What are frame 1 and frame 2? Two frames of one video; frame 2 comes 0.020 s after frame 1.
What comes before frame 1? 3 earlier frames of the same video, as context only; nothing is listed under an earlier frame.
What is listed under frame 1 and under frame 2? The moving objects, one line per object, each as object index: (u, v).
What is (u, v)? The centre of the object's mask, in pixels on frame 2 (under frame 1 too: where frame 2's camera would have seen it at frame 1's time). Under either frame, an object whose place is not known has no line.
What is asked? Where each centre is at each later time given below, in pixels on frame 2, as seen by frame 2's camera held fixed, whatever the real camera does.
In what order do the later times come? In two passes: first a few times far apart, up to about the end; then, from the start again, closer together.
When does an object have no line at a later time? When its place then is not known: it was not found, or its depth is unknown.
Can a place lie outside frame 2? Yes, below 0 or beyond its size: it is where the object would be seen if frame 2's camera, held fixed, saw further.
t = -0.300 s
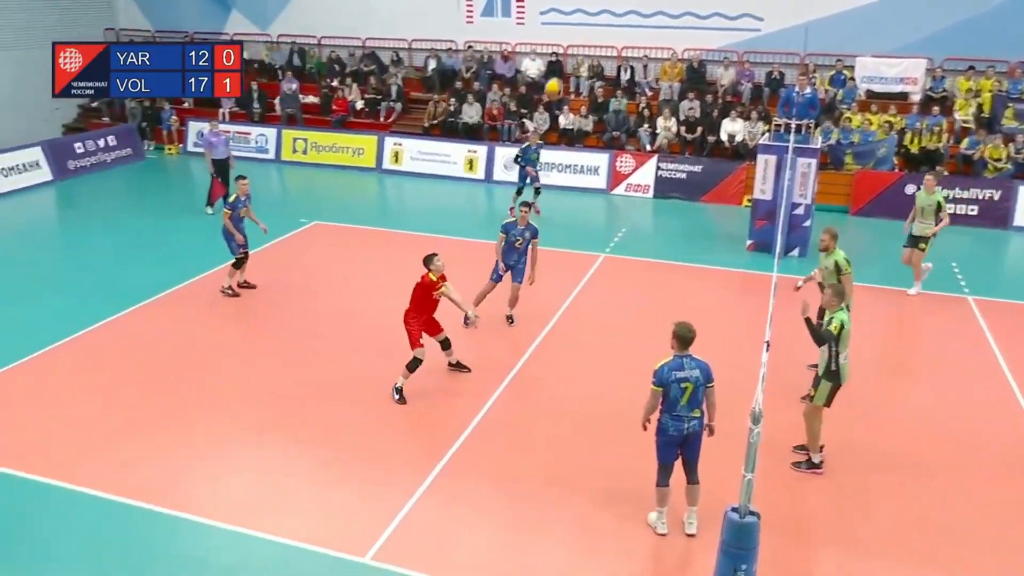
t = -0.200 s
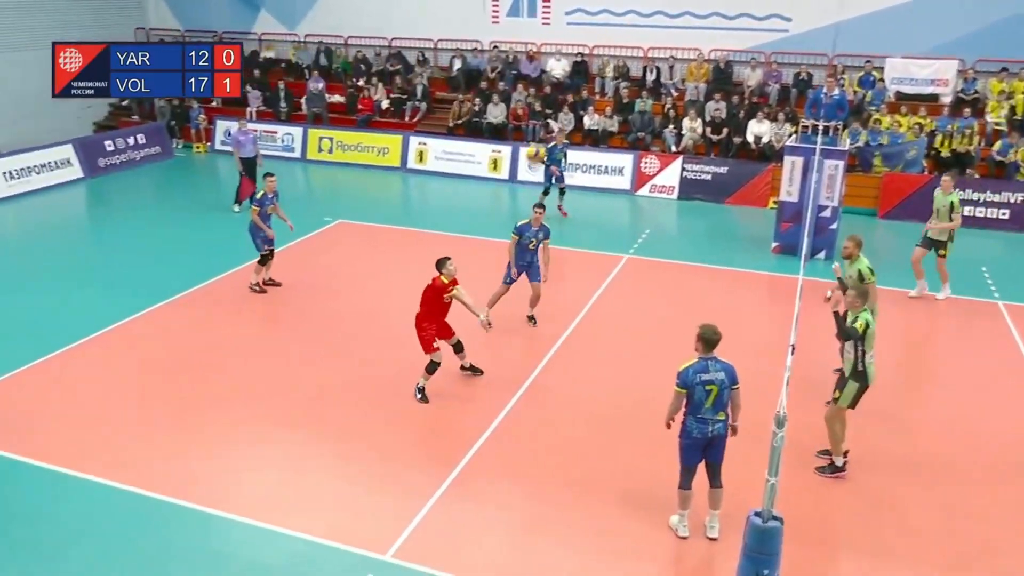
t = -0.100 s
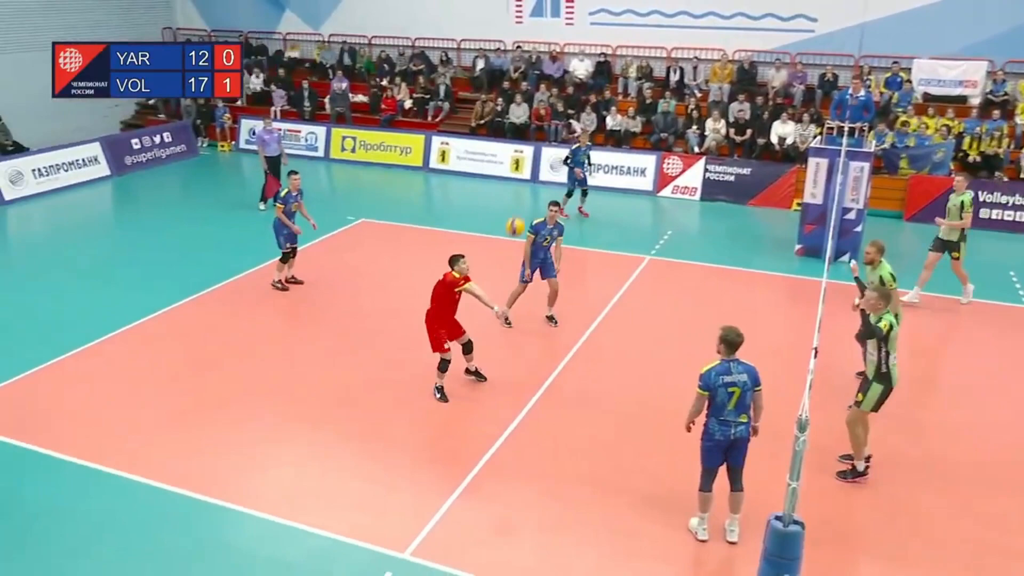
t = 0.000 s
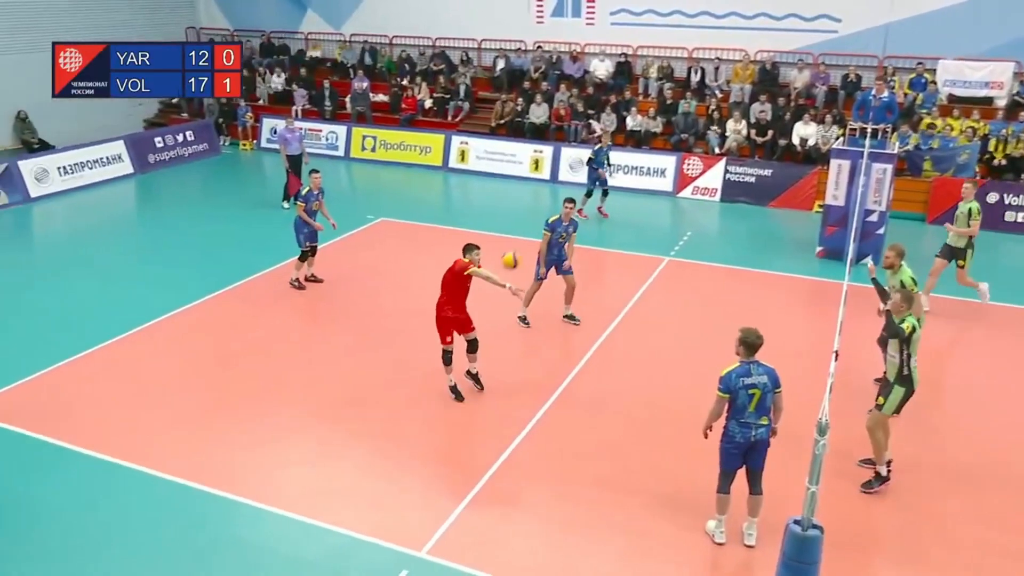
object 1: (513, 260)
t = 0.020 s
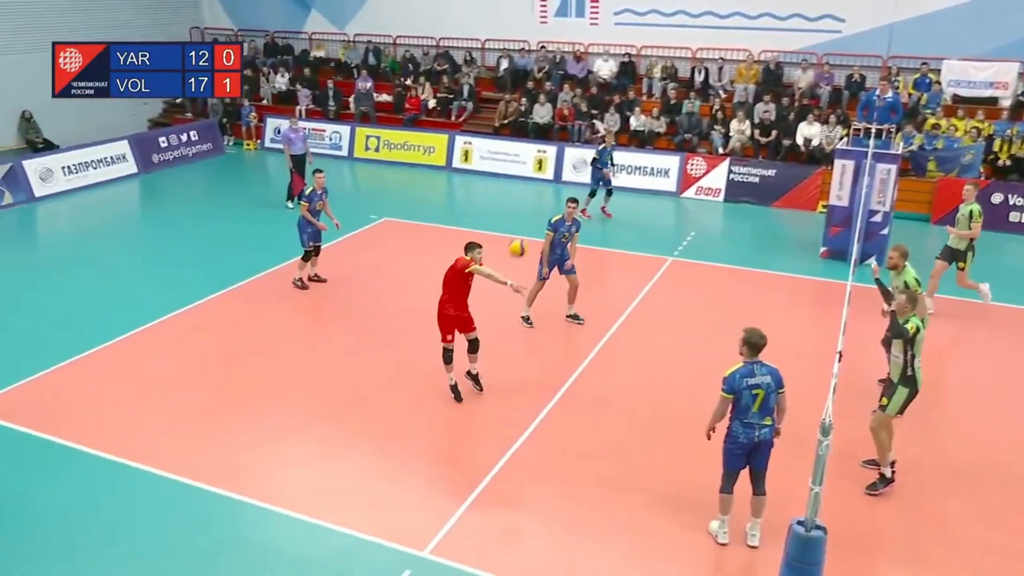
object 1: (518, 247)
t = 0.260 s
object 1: (568, 121)
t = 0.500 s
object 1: (621, 38)
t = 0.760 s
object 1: (679, 14)
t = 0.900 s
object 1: (707, 31)
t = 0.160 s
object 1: (546, 170)
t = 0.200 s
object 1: (555, 148)
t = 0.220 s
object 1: (559, 138)
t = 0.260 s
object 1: (568, 121)
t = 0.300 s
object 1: (577, 104)
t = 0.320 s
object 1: (581, 95)
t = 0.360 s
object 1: (589, 81)
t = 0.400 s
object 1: (599, 66)
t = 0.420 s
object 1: (603, 60)
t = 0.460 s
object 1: (612, 48)
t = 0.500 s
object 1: (621, 38)
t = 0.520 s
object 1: (626, 34)
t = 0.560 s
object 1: (635, 26)
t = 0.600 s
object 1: (644, 21)
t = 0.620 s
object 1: (648, 18)
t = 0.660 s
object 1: (657, 15)
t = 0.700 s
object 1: (666, 13)
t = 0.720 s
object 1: (670, 13)
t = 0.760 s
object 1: (679, 14)
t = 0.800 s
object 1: (688, 16)
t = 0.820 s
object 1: (692, 18)
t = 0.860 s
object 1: (700, 23)
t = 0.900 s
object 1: (707, 31)
